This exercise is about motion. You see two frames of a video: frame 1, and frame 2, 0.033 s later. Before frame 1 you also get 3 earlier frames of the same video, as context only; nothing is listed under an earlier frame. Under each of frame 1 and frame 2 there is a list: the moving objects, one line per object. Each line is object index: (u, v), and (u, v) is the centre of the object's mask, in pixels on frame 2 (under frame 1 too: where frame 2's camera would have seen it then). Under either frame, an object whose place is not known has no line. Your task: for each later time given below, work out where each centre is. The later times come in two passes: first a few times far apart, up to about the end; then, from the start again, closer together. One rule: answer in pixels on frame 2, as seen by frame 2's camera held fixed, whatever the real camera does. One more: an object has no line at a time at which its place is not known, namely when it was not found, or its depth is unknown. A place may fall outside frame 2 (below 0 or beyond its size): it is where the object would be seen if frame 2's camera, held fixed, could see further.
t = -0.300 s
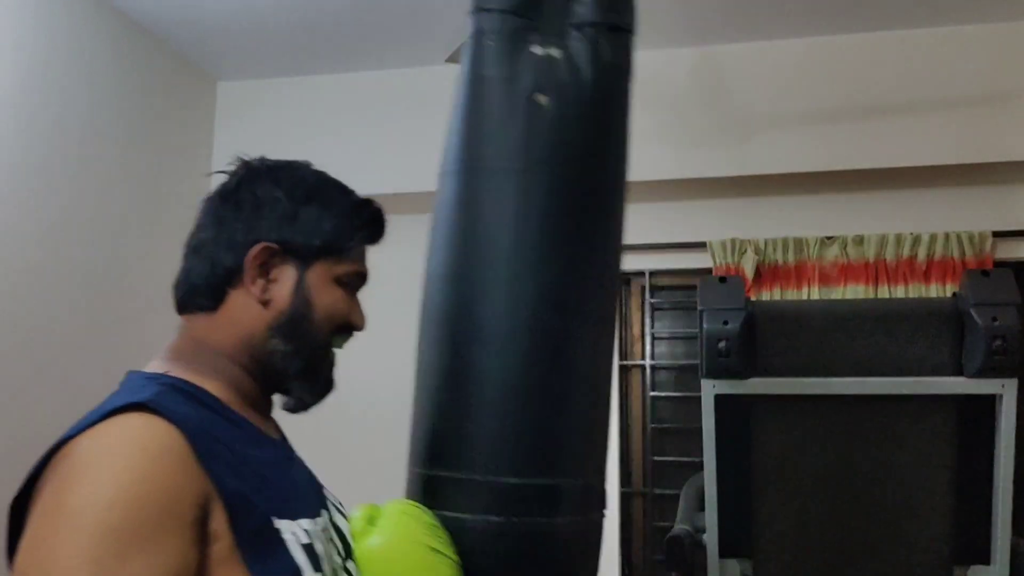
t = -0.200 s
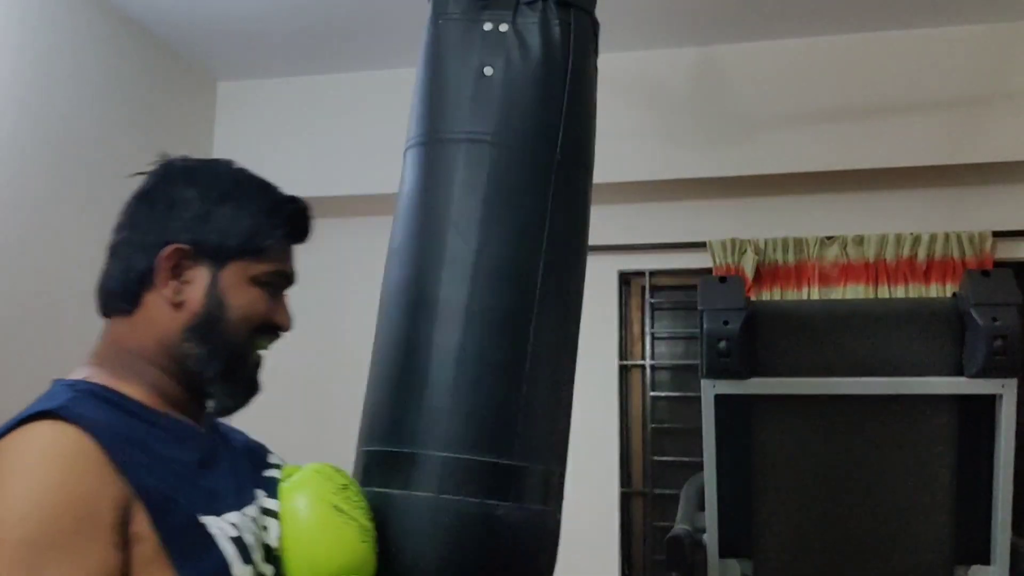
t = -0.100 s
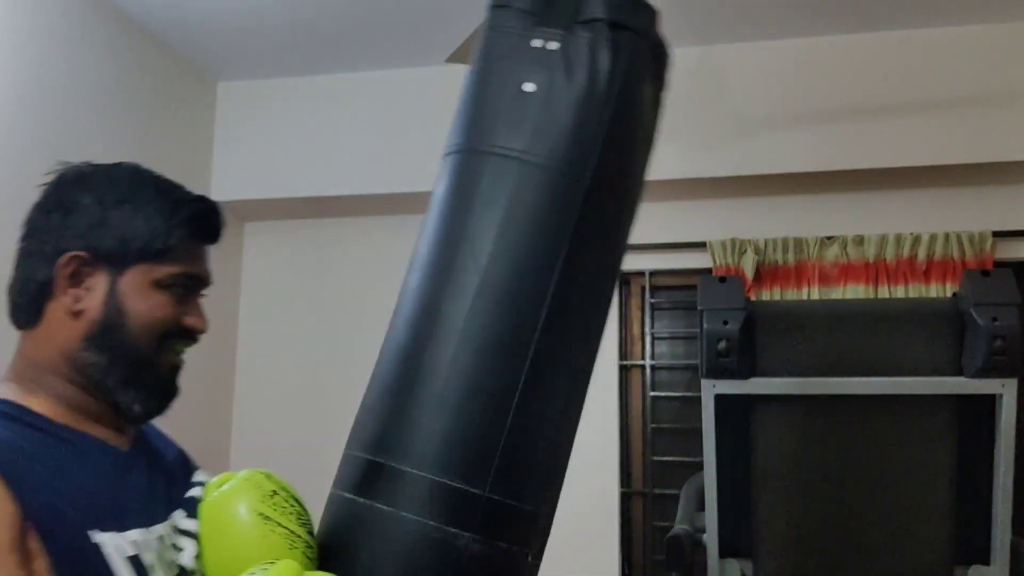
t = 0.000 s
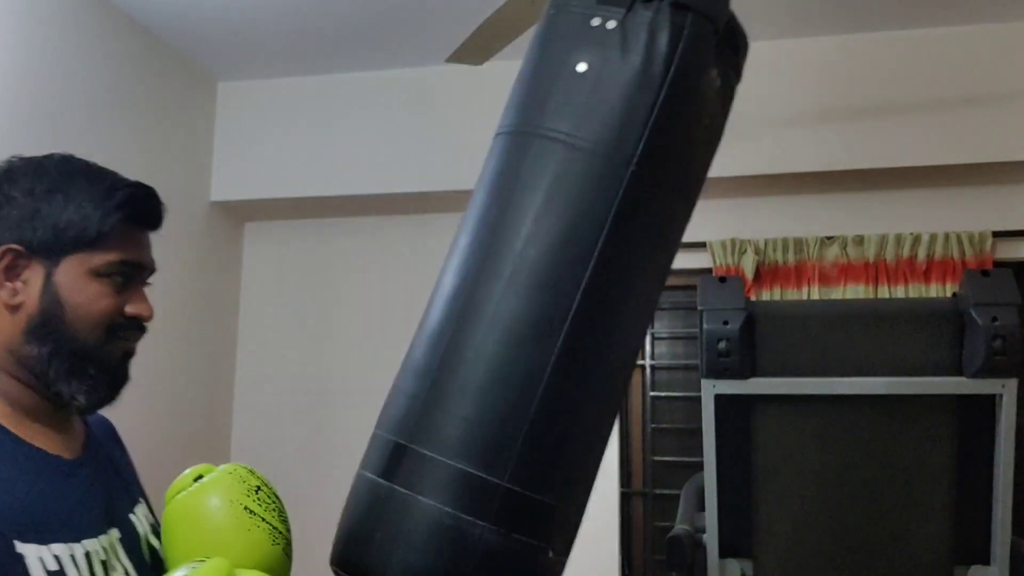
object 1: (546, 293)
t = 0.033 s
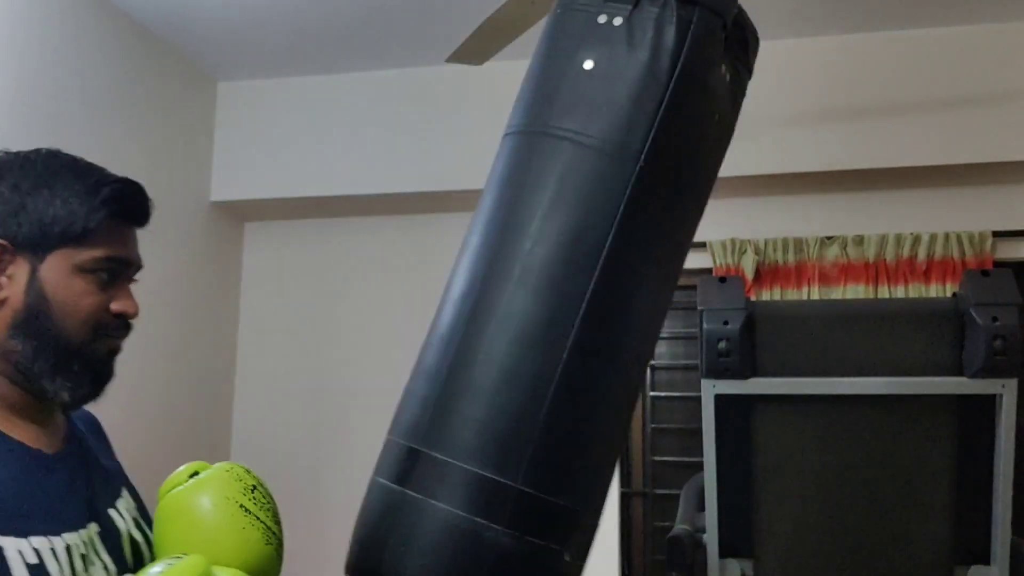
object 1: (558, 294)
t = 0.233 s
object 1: (640, 293)
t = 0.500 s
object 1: (857, 300)
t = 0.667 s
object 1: (909, 259)
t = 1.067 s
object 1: (944, 222)
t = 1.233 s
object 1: (934, 264)
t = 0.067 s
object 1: (570, 293)
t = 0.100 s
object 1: (581, 295)
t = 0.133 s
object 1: (587, 296)
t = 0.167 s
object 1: (599, 296)
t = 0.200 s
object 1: (615, 295)
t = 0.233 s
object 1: (640, 293)
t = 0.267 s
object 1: (657, 292)
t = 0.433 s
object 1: (818, 299)
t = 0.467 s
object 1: (840, 300)
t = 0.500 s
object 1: (857, 300)
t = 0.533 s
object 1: (869, 296)
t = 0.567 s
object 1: (877, 289)
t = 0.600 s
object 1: (888, 279)
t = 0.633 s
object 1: (899, 268)
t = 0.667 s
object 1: (909, 259)
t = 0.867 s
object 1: (953, 225)
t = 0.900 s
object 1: (948, 222)
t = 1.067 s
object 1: (944, 222)
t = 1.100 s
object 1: (944, 228)
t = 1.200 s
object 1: (937, 256)
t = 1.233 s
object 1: (934, 264)
